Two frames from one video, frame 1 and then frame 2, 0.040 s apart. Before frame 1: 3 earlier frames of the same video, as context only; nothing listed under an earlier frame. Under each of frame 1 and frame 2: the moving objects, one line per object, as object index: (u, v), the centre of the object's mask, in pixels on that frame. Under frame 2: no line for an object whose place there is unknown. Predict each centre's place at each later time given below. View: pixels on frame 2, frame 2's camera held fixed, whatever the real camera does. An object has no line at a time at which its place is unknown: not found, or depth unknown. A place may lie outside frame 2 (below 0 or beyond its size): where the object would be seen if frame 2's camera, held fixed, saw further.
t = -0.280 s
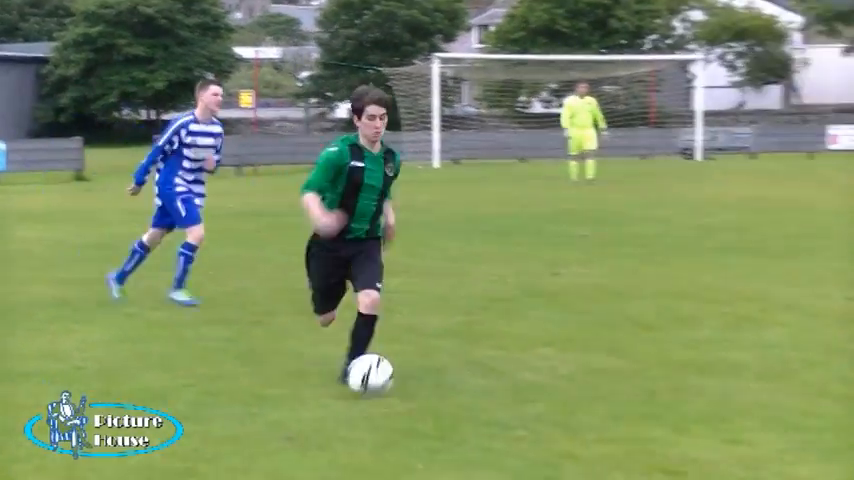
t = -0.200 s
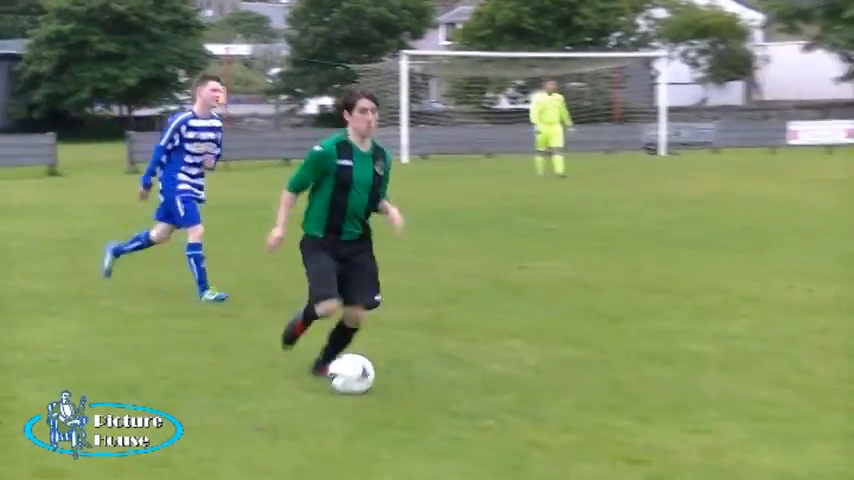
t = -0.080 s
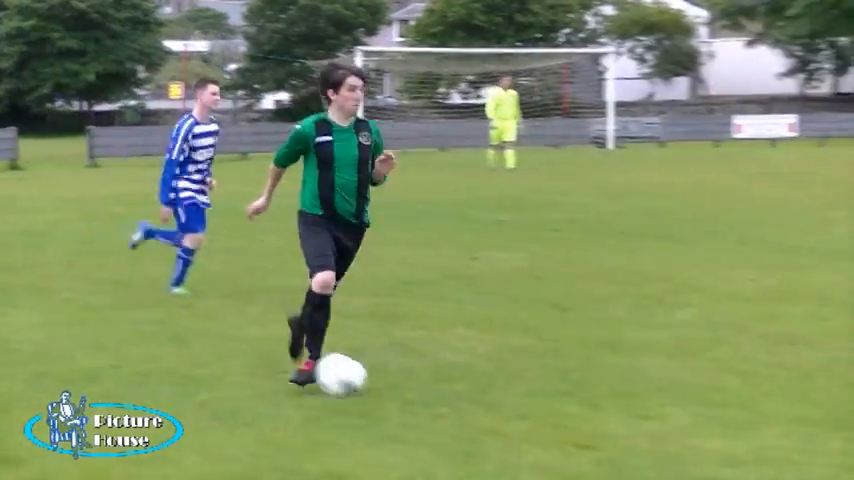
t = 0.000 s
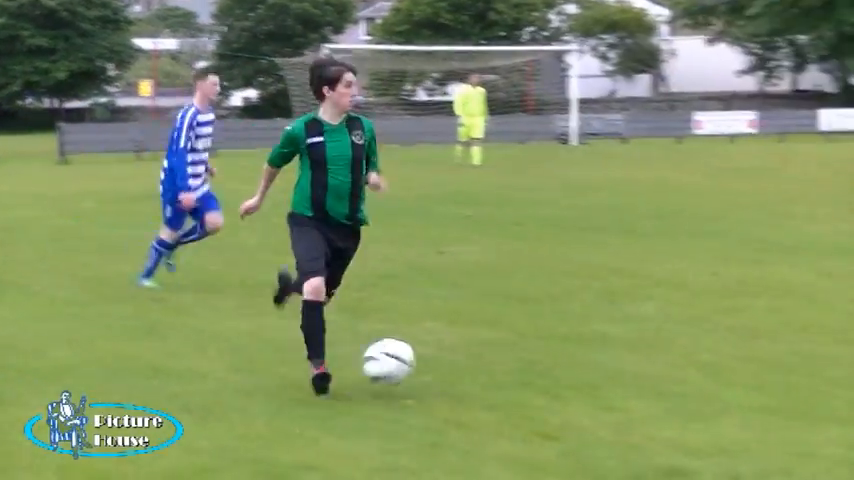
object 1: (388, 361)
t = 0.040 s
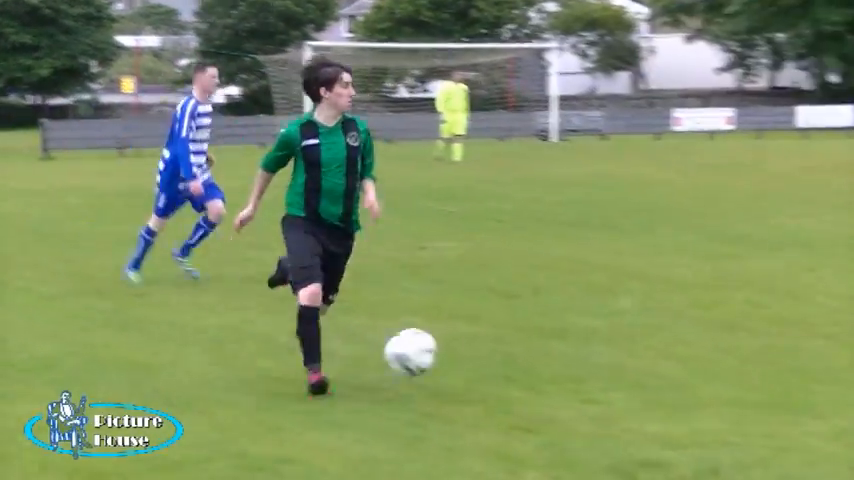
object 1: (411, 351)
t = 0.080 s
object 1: (453, 351)
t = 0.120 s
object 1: (497, 353)
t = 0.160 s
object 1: (546, 361)
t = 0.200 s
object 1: (597, 373)
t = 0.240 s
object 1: (651, 390)
